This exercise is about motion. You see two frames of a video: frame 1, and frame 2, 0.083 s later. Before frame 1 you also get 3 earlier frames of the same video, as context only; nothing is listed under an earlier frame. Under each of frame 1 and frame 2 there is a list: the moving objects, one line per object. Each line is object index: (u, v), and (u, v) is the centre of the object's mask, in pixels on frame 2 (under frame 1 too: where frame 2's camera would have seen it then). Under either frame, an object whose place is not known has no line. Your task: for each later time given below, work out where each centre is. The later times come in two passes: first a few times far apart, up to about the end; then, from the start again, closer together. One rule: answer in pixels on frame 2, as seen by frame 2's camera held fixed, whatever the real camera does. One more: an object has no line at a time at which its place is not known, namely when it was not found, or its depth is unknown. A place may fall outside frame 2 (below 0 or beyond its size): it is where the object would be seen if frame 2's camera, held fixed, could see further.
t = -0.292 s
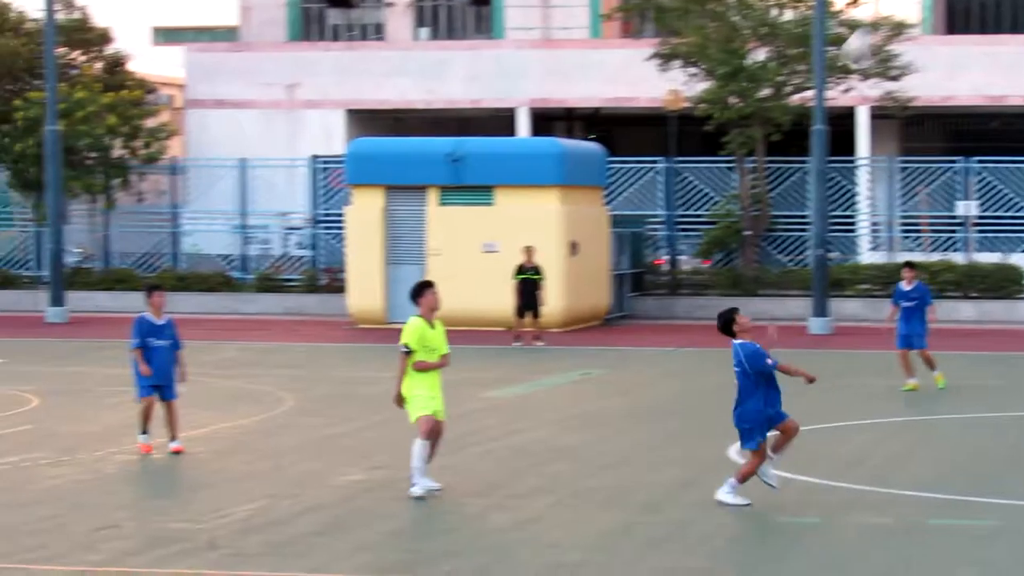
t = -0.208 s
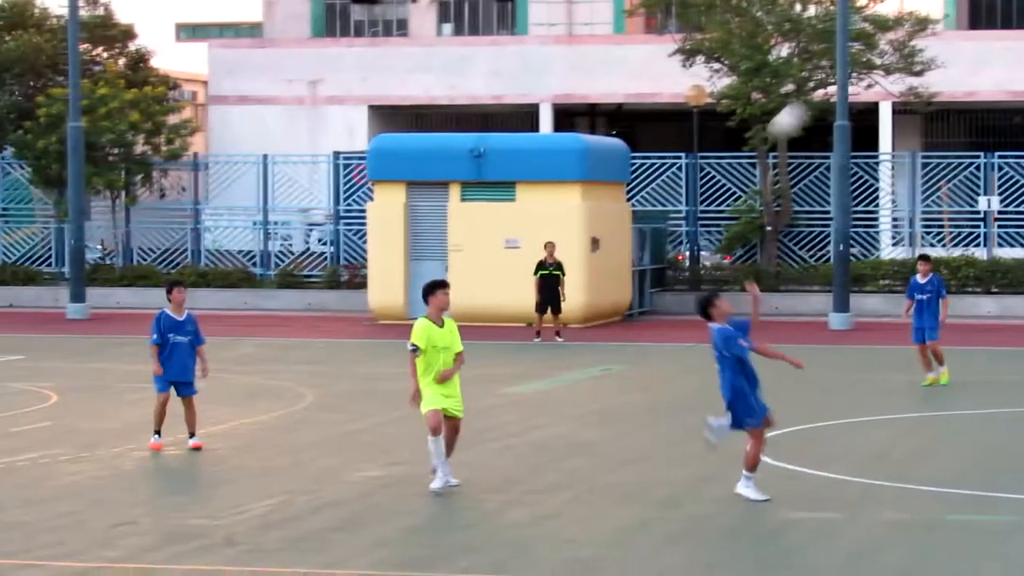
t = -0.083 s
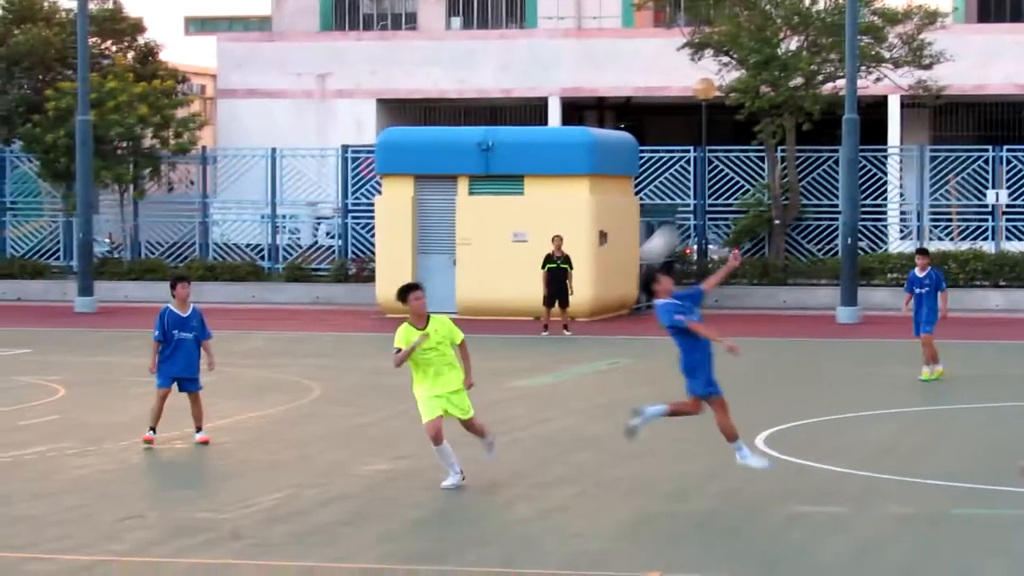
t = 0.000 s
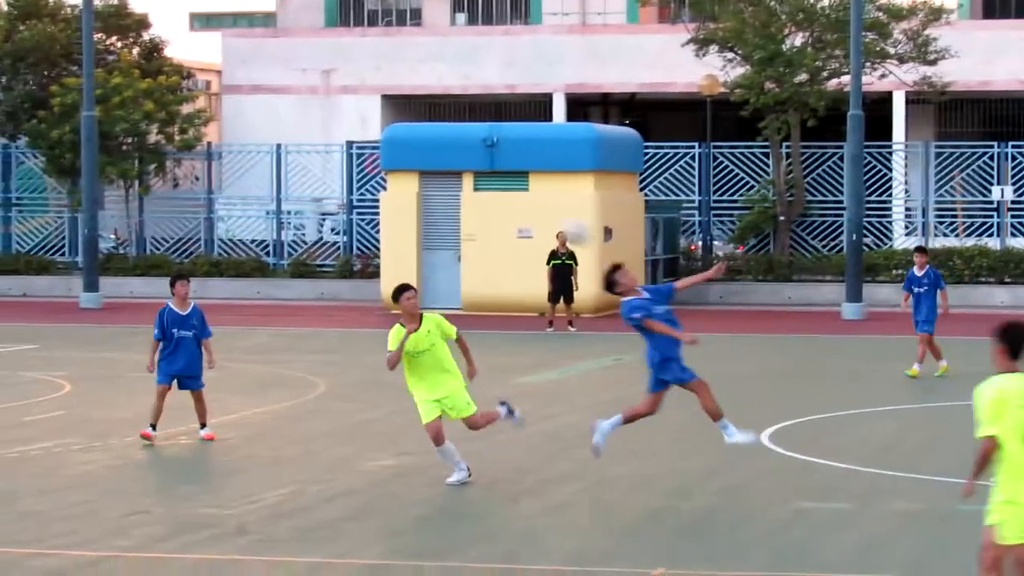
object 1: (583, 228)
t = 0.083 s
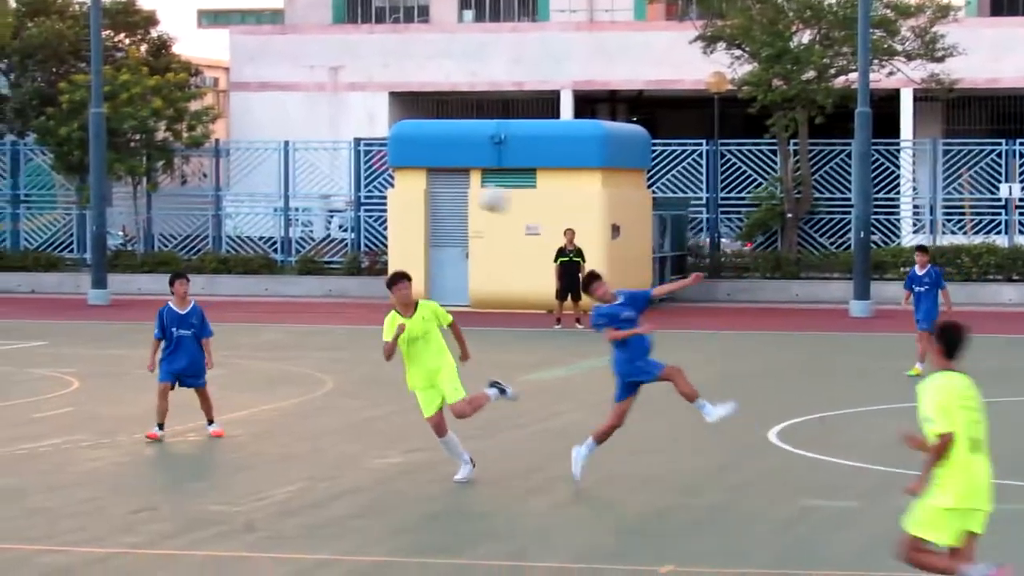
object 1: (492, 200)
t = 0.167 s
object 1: (402, 176)
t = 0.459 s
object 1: (83, 170)
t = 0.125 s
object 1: (447, 184)
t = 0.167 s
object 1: (402, 176)
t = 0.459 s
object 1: (83, 170)
